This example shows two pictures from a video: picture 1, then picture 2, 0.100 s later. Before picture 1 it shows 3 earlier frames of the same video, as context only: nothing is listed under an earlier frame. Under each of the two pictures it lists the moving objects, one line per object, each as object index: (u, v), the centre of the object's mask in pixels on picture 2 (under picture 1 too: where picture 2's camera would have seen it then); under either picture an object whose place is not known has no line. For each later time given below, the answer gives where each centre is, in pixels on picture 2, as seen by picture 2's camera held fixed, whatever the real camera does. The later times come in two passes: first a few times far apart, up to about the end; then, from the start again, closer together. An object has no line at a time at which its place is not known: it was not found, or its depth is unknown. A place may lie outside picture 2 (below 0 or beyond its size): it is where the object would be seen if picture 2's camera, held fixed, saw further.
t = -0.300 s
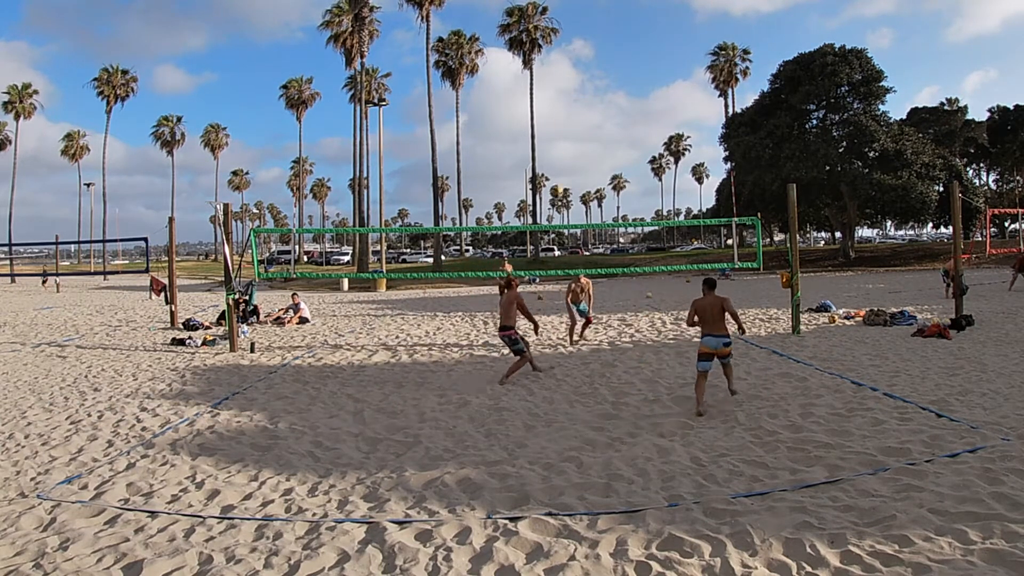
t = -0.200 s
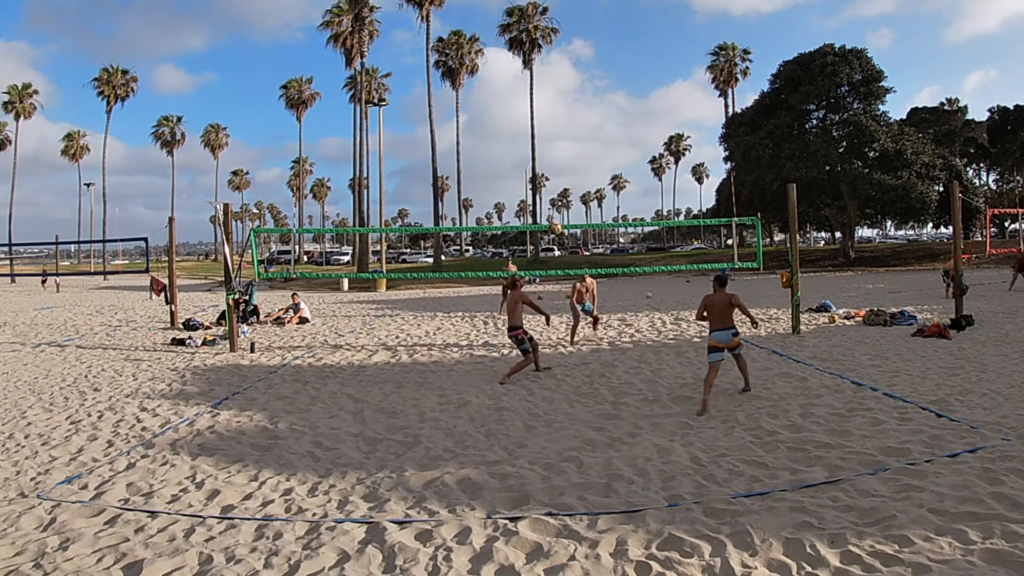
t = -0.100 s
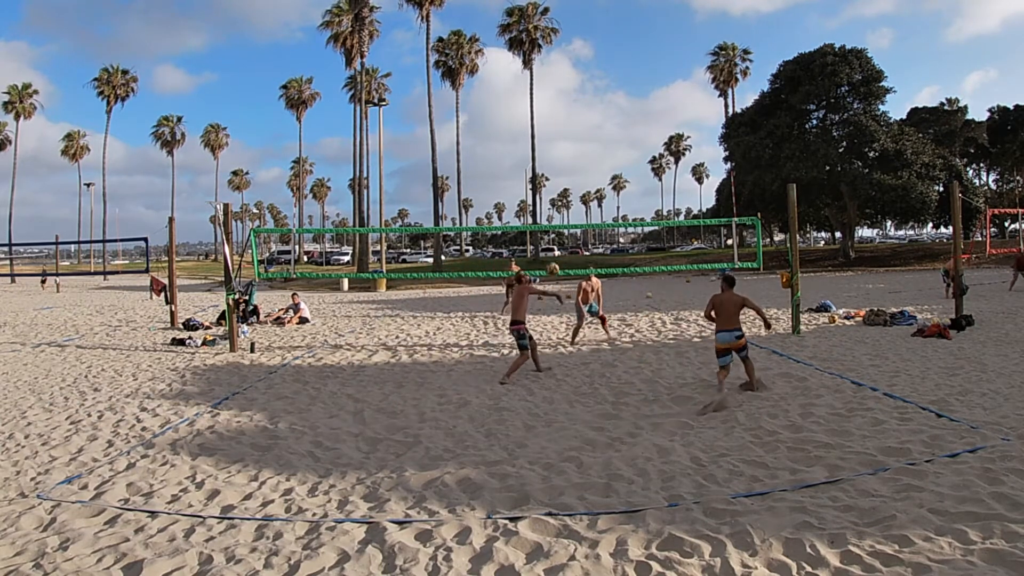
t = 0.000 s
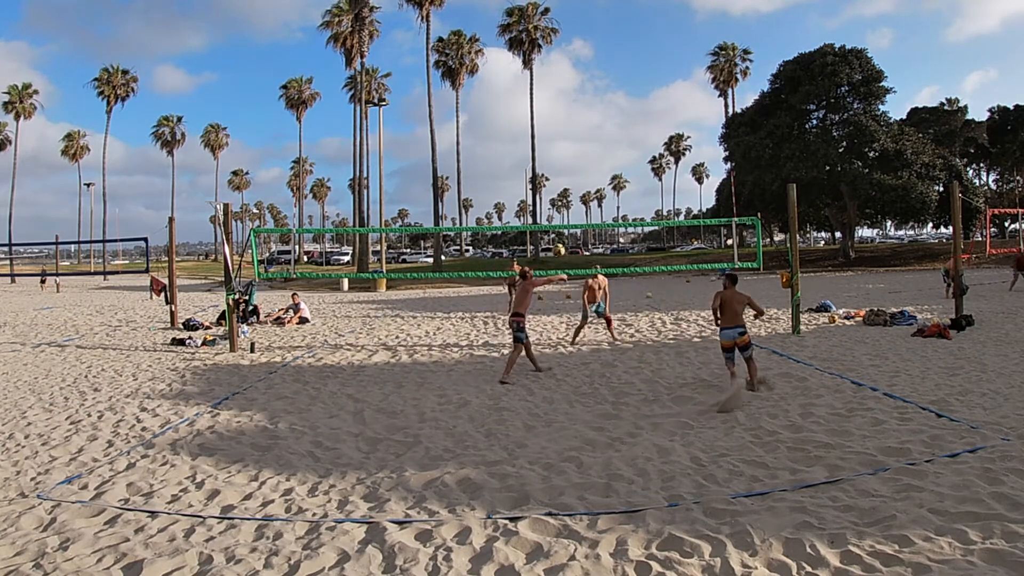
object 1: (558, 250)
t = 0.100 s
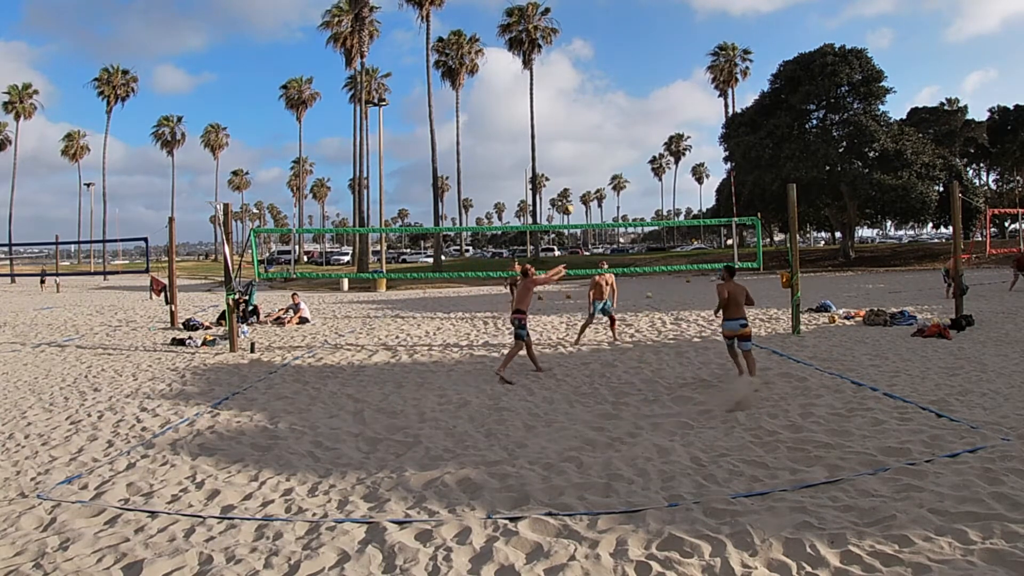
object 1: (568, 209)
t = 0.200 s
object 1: (574, 175)
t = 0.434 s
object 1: (594, 124)
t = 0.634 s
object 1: (608, 106)
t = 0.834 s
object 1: (622, 111)
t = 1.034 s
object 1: (635, 135)
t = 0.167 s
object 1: (572, 185)
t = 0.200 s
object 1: (574, 175)
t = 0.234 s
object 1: (578, 165)
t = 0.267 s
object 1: (580, 157)
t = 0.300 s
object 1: (583, 148)
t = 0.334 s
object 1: (586, 141)
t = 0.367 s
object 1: (588, 135)
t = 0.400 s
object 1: (591, 129)
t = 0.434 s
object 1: (594, 124)
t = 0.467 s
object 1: (596, 119)
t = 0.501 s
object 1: (599, 115)
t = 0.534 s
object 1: (601, 112)
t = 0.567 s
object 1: (604, 109)
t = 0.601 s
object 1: (606, 108)
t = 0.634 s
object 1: (608, 106)
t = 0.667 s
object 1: (610, 105)
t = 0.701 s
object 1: (613, 105)
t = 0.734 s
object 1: (615, 106)
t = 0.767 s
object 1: (617, 107)
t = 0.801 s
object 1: (620, 108)
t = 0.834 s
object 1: (622, 111)
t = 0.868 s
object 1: (624, 113)
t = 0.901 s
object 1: (626, 117)
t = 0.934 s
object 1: (629, 120)
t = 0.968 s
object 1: (631, 125)
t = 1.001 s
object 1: (633, 129)
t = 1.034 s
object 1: (635, 135)
